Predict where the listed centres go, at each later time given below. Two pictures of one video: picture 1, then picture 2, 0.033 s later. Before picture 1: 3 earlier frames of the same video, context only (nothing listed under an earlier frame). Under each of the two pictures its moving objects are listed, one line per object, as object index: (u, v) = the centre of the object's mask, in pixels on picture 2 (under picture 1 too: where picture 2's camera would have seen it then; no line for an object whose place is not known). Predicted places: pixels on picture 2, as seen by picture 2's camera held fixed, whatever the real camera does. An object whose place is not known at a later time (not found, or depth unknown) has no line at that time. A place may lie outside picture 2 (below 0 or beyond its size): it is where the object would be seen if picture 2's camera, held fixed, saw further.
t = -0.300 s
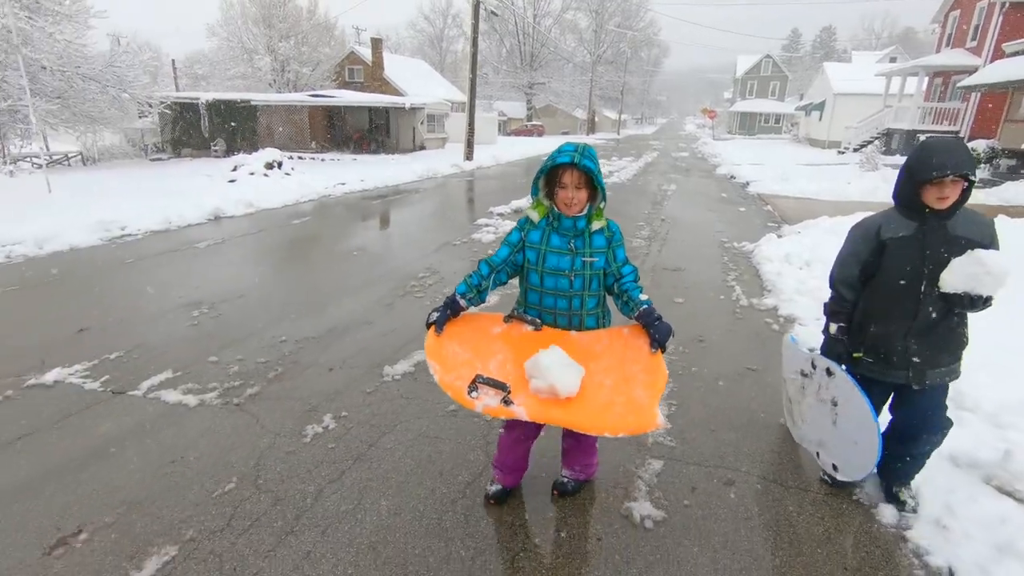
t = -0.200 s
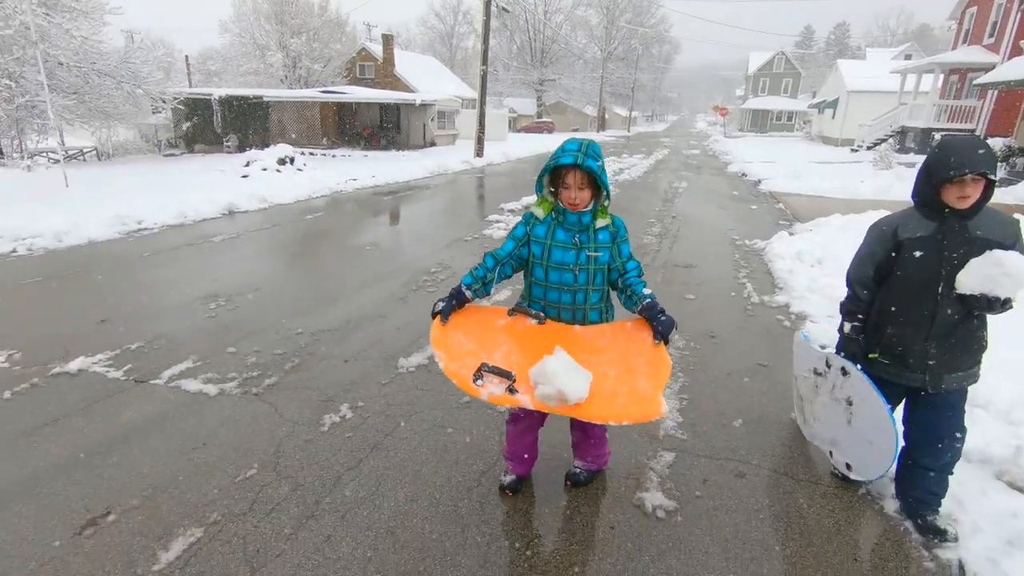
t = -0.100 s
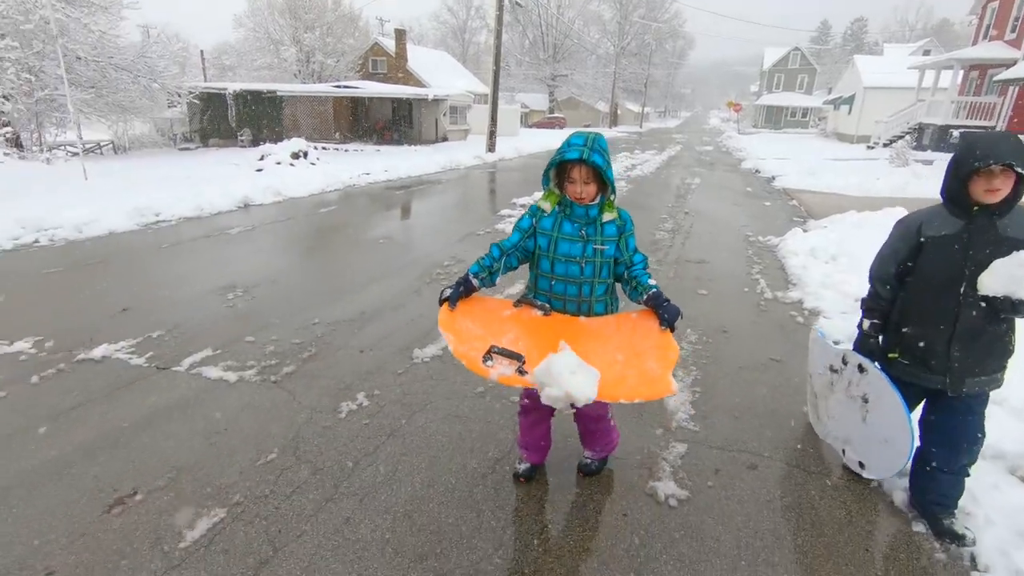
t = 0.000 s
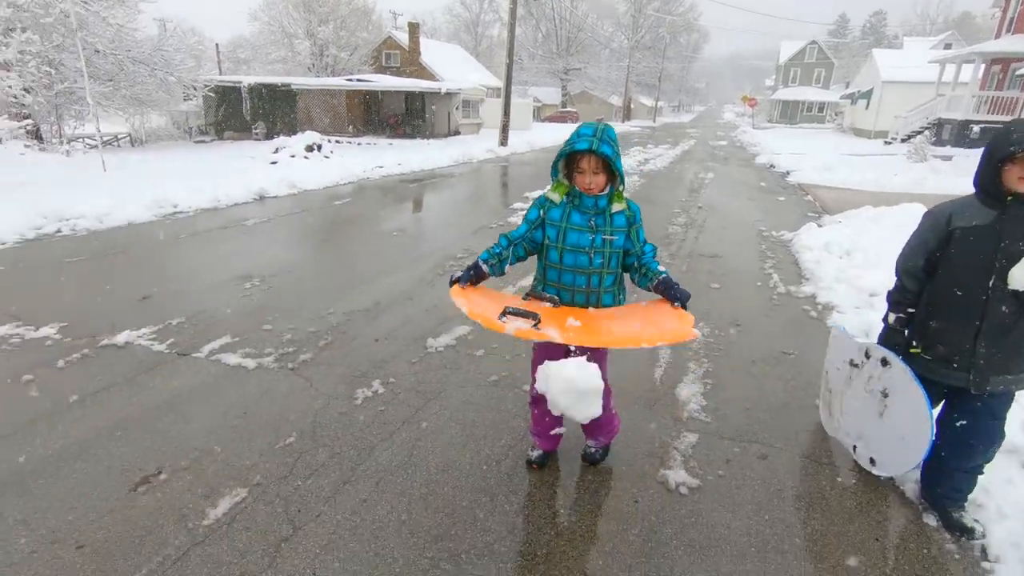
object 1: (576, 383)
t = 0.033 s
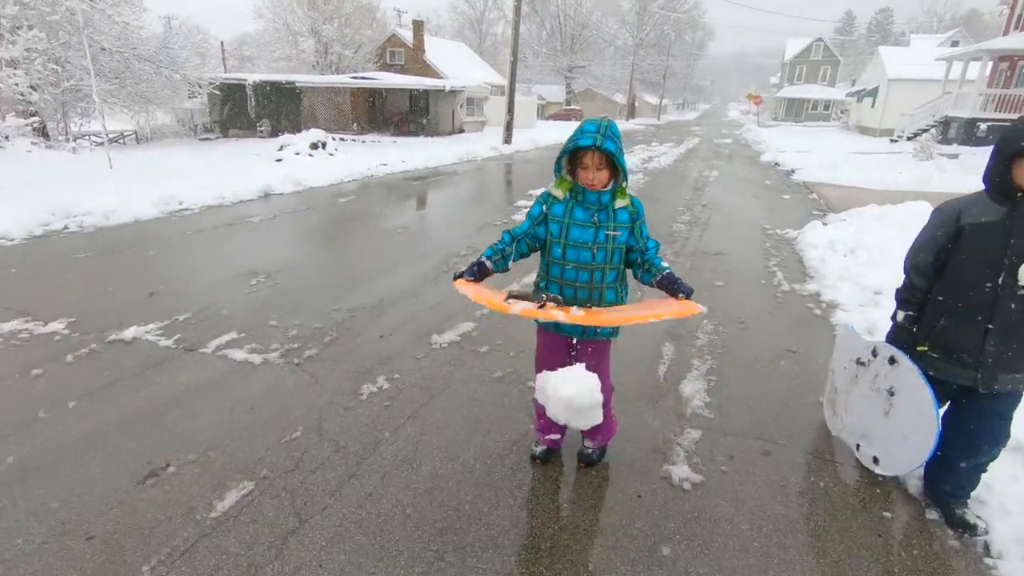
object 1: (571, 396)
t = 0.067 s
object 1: (565, 414)
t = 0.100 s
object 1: (558, 436)
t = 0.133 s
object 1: (552, 460)
